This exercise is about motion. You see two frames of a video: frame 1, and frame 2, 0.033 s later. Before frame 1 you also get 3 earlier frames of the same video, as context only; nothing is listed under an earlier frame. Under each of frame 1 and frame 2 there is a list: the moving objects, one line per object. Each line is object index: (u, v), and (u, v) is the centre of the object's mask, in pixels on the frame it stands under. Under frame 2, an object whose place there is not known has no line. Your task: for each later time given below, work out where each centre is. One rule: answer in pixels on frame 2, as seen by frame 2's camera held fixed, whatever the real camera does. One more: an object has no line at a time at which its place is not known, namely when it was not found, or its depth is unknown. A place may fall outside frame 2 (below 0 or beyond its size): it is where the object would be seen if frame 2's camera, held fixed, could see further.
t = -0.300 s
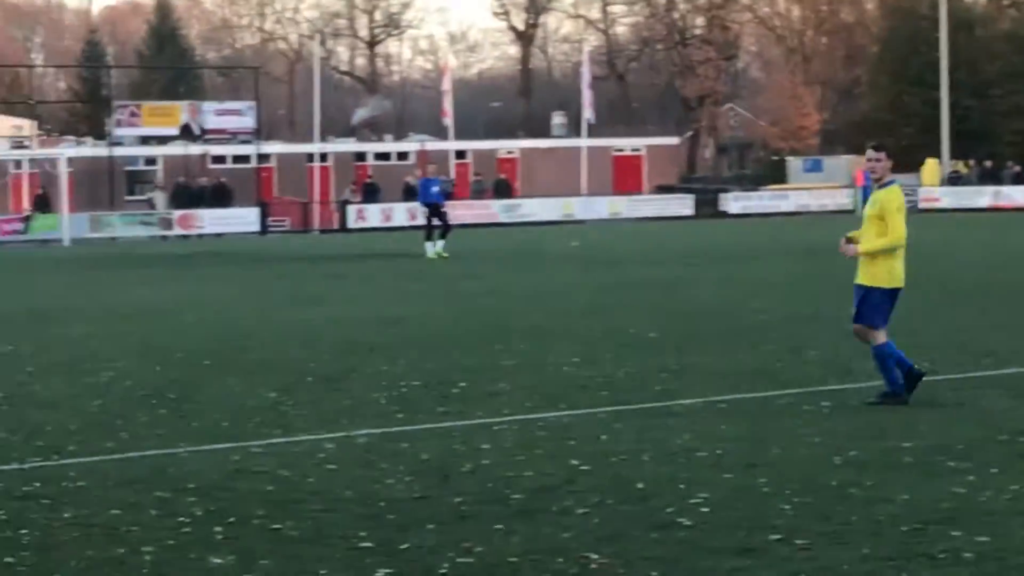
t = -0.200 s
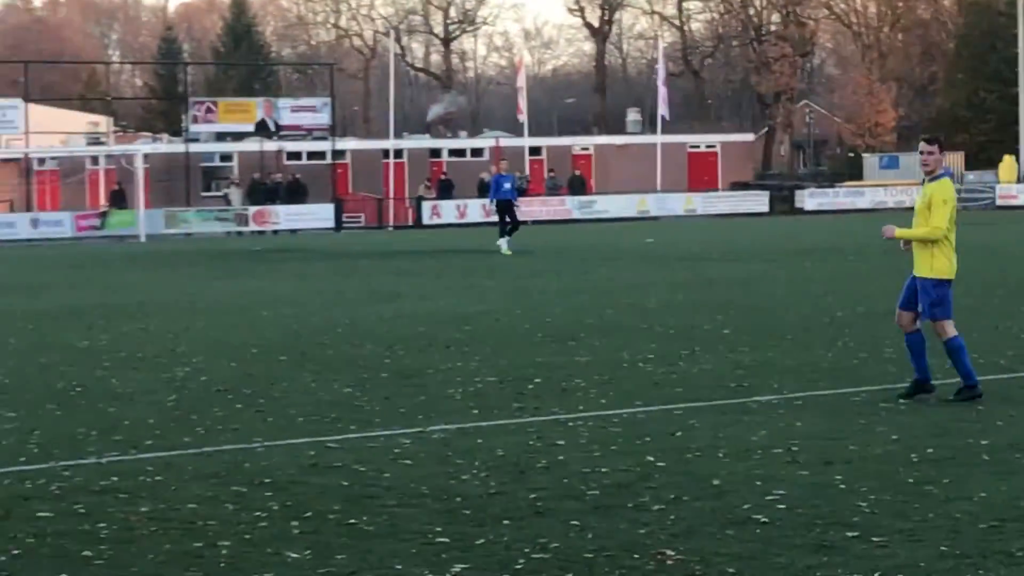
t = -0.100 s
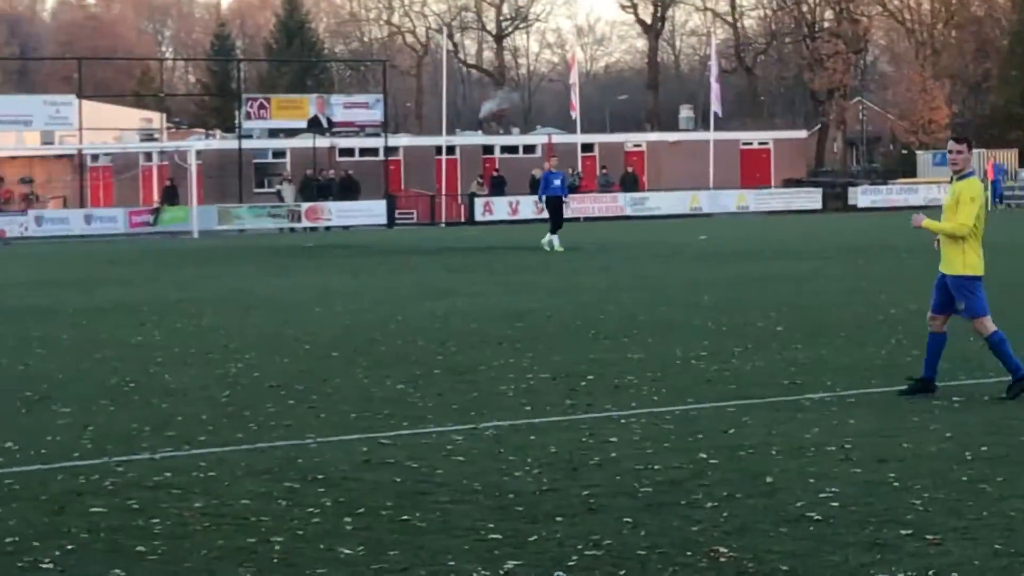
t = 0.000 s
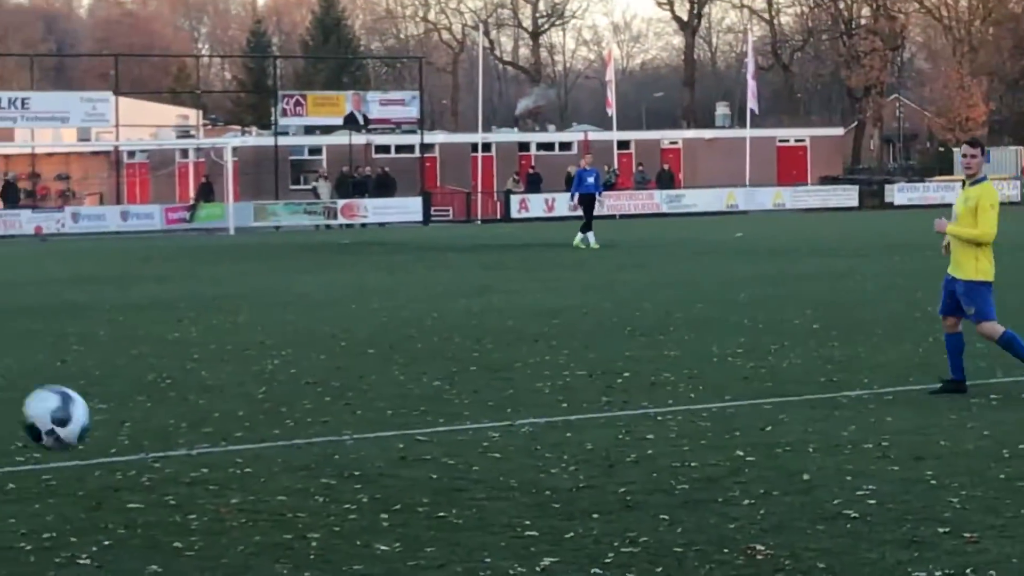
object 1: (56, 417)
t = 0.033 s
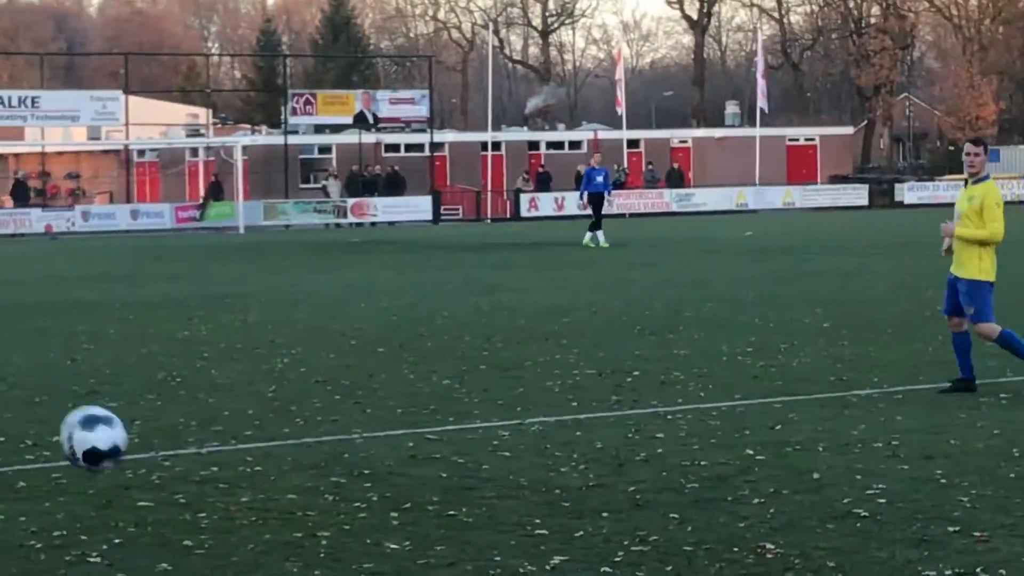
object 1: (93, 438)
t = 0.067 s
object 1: (117, 463)
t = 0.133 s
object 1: (164, 524)
